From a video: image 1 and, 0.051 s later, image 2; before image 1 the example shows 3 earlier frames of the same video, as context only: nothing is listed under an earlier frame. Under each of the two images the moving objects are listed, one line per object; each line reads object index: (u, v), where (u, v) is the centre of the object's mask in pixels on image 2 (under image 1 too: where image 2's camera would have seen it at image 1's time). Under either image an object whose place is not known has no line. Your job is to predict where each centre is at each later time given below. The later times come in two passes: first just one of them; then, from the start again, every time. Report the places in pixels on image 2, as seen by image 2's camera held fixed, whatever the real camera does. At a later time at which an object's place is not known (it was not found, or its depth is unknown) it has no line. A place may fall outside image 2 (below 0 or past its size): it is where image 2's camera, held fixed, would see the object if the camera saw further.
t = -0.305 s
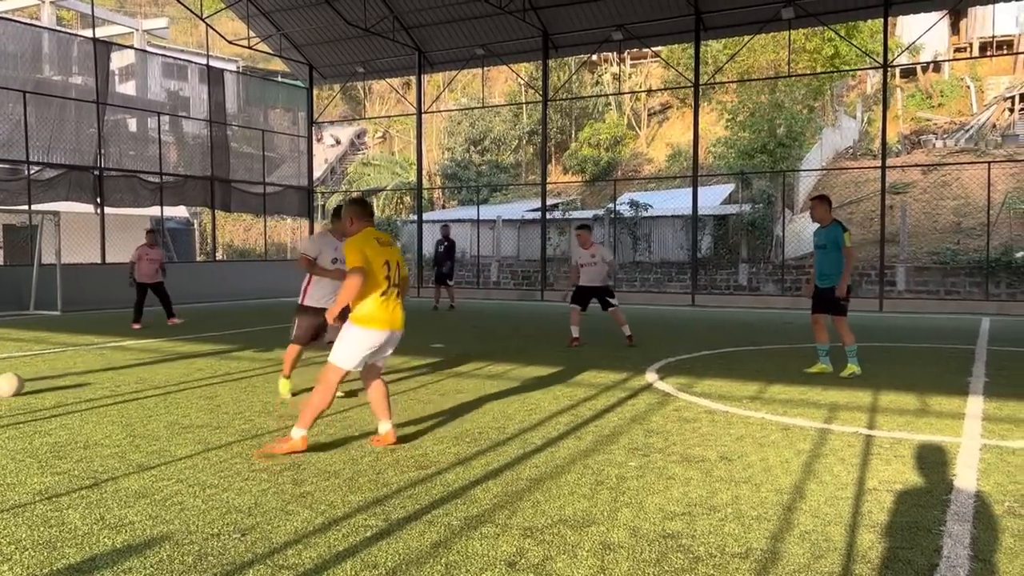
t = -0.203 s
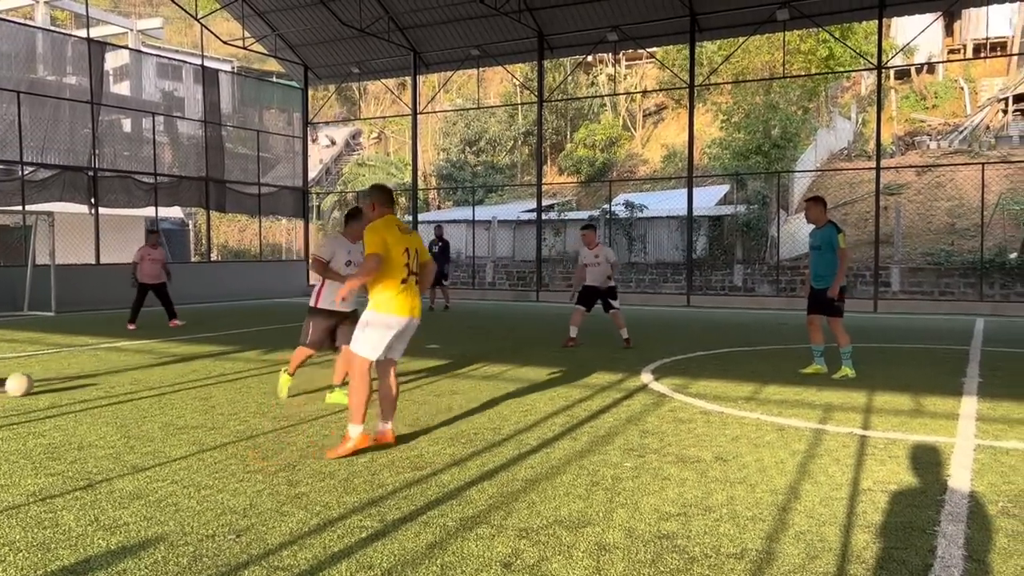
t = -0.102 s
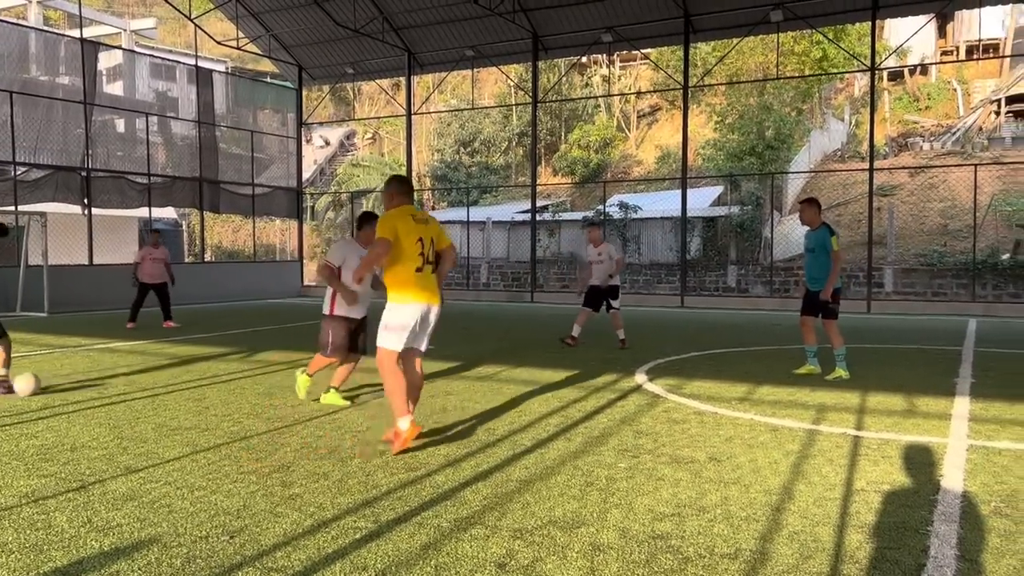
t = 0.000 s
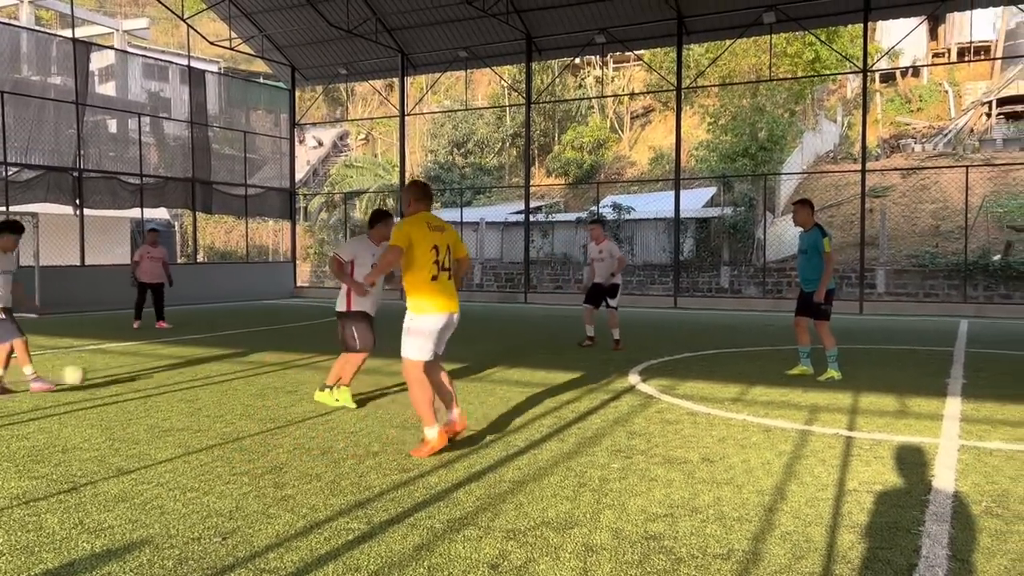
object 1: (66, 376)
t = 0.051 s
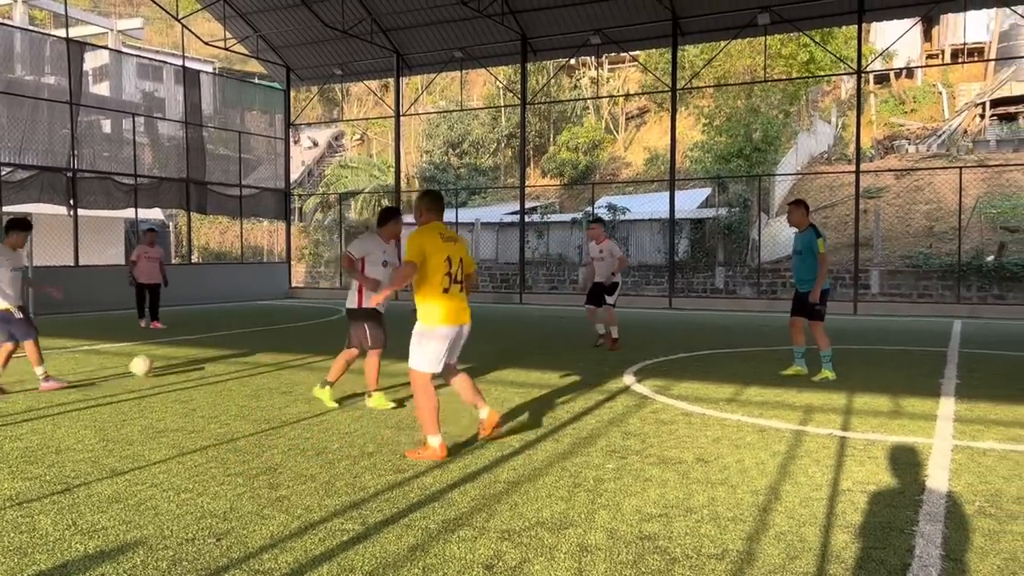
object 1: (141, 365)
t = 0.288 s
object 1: (310, 342)
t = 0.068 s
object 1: (157, 363)
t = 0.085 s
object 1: (172, 362)
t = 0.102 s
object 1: (187, 361)
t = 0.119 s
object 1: (202, 359)
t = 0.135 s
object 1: (215, 356)
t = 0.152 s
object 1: (227, 354)
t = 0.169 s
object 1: (239, 352)
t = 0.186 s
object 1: (250, 350)
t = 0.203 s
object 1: (262, 349)
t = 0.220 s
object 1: (273, 348)
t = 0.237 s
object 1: (282, 347)
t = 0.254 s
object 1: (293, 345)
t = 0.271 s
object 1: (301, 343)
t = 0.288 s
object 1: (310, 342)
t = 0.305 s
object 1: (318, 340)
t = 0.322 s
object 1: (326, 339)
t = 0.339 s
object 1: (334, 338)
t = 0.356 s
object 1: (341, 337)
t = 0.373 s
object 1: (348, 336)
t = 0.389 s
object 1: (354, 334)
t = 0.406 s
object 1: (361, 332)
